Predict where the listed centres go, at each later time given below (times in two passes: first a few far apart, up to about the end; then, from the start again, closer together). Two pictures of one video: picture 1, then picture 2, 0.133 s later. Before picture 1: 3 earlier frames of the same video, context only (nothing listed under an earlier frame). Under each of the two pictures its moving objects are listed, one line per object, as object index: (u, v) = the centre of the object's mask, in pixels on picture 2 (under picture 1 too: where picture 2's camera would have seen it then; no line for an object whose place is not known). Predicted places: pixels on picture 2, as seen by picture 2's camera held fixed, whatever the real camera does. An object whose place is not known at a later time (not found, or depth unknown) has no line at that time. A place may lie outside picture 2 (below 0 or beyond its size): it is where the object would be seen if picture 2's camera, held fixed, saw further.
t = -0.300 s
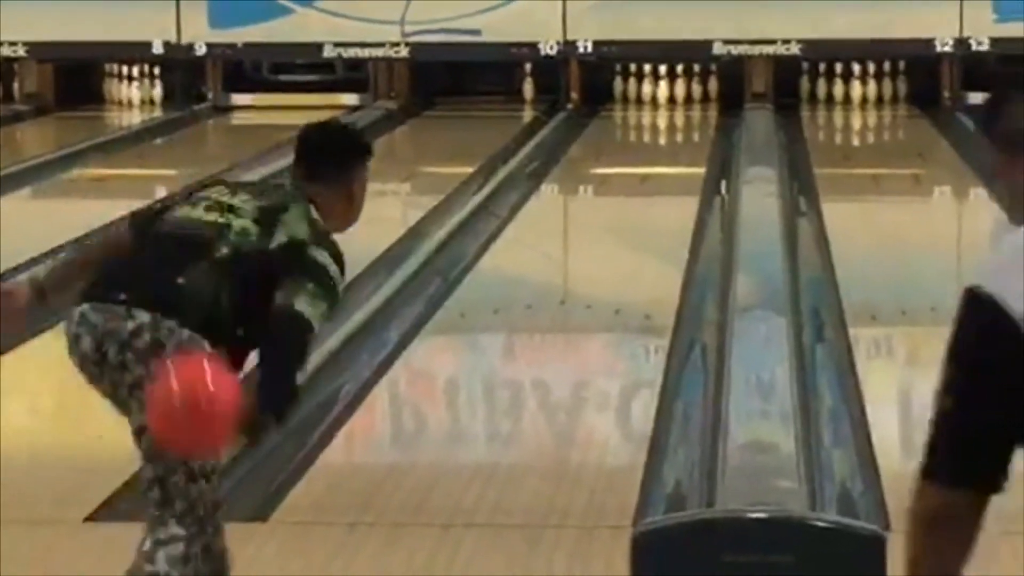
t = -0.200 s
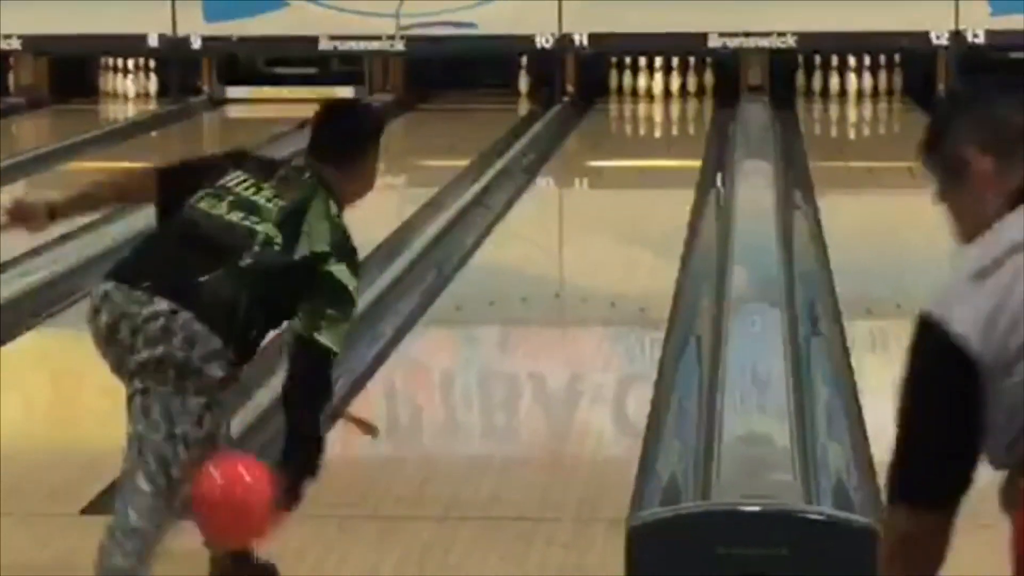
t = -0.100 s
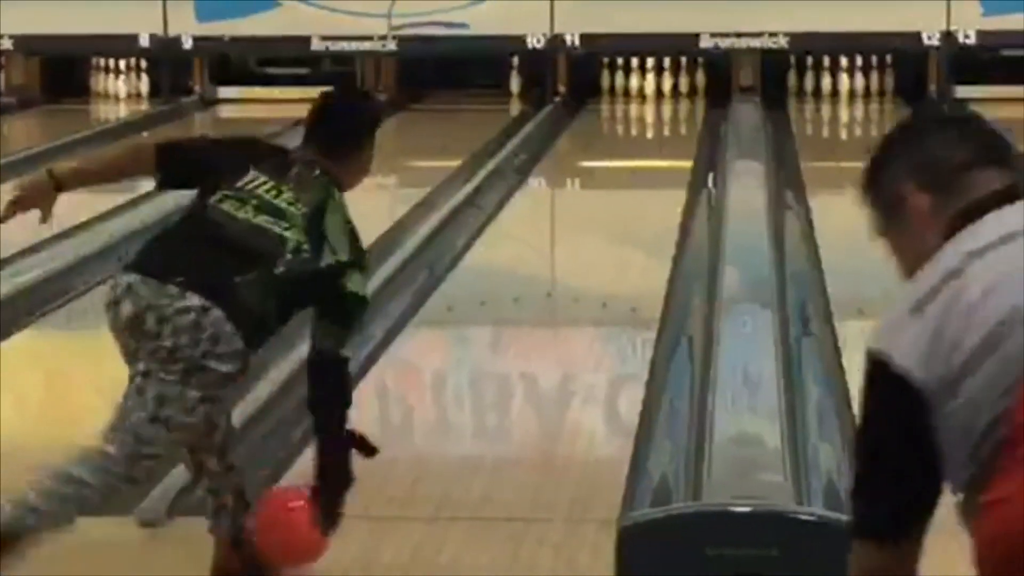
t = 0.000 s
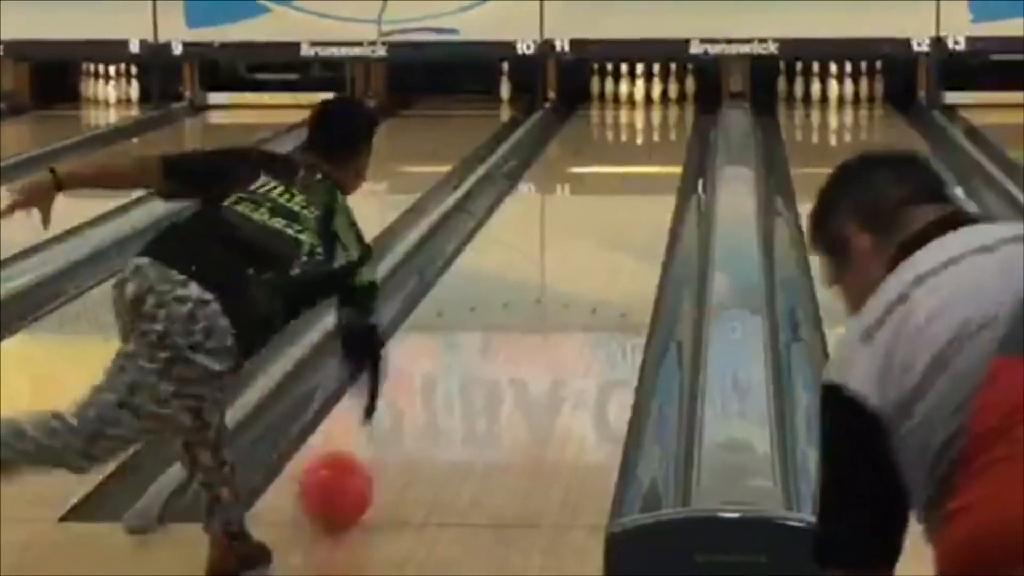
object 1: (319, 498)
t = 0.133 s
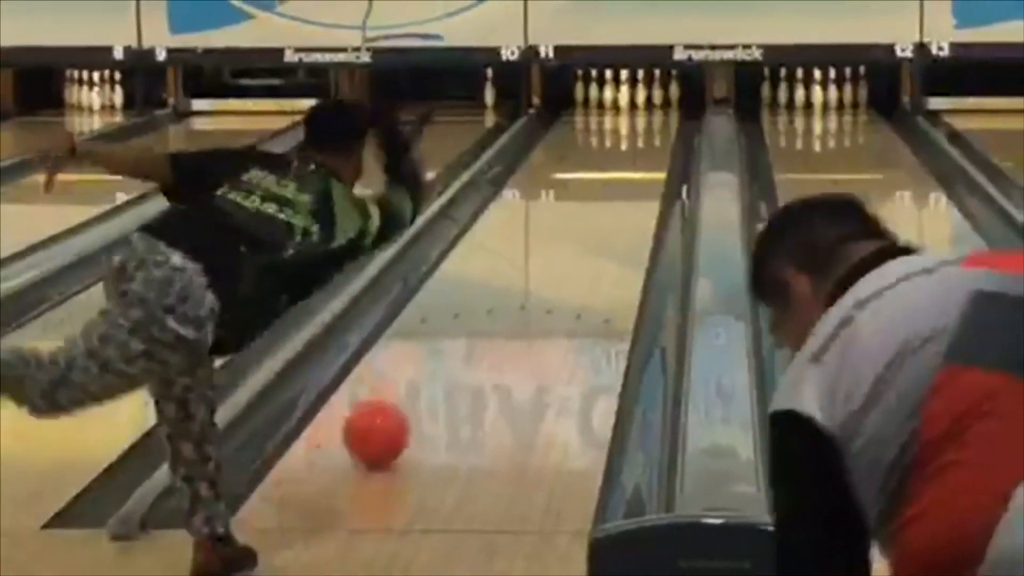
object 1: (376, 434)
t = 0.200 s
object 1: (399, 406)
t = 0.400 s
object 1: (457, 339)
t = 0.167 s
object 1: (388, 419)
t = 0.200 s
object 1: (399, 406)
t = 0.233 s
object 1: (411, 394)
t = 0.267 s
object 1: (421, 382)
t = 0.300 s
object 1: (431, 371)
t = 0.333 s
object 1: (440, 360)
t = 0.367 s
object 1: (449, 349)
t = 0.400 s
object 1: (457, 339)
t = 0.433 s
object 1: (465, 331)
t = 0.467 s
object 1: (472, 324)
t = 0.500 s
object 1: (479, 315)
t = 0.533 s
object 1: (486, 309)
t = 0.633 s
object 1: (505, 285)
